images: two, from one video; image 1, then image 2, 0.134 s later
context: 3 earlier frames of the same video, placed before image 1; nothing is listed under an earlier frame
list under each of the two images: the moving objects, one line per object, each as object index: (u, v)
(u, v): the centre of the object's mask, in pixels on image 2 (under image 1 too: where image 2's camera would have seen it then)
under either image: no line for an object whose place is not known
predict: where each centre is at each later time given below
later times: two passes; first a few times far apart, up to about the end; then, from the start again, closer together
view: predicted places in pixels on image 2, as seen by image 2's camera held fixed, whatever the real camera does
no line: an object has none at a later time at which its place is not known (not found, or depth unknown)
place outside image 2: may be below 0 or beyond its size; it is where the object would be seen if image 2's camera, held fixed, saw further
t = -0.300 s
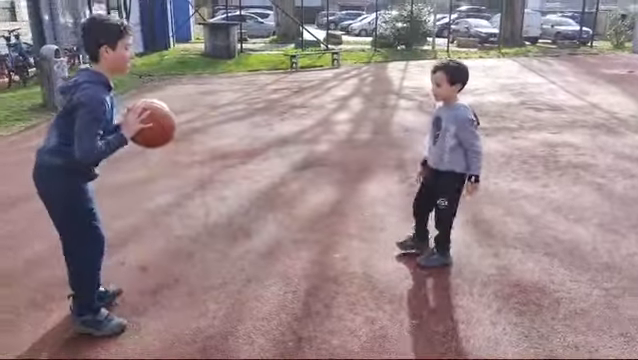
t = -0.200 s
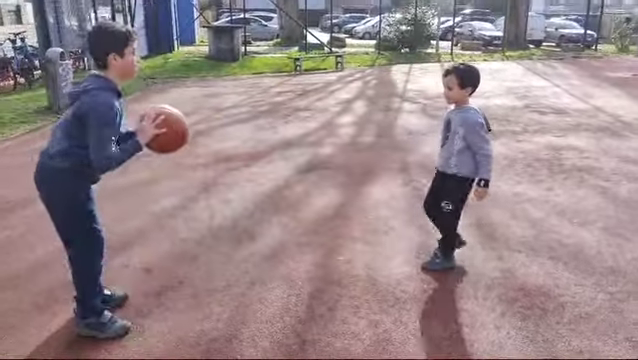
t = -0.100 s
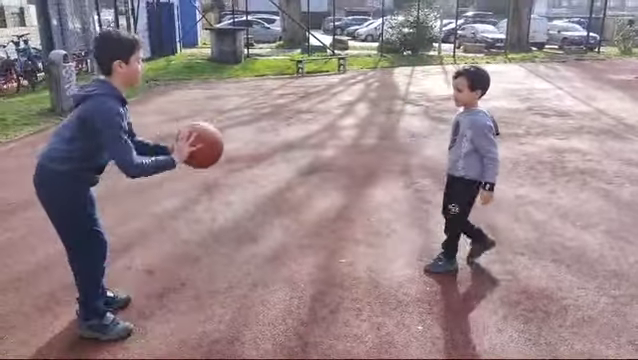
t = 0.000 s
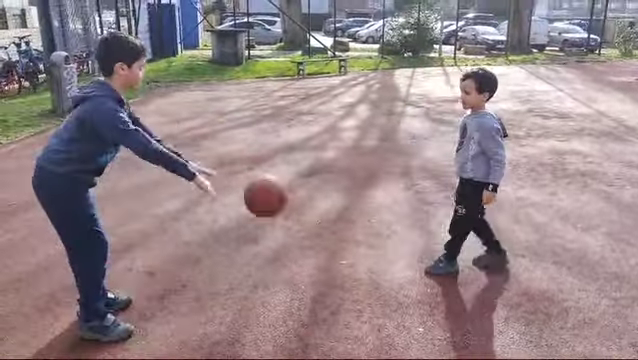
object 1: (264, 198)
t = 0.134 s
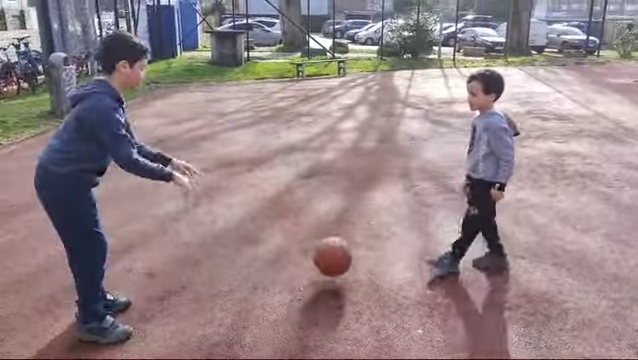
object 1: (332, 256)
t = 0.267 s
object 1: (370, 190)
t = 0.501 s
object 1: (433, 145)
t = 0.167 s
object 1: (342, 237)
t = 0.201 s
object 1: (351, 220)
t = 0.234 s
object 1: (360, 204)
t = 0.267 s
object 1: (370, 190)
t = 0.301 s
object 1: (379, 178)
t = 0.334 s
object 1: (388, 168)
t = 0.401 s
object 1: (407, 153)
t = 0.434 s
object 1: (415, 149)
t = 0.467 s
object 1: (424, 146)
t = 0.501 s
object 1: (433, 145)
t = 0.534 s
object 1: (441, 146)
